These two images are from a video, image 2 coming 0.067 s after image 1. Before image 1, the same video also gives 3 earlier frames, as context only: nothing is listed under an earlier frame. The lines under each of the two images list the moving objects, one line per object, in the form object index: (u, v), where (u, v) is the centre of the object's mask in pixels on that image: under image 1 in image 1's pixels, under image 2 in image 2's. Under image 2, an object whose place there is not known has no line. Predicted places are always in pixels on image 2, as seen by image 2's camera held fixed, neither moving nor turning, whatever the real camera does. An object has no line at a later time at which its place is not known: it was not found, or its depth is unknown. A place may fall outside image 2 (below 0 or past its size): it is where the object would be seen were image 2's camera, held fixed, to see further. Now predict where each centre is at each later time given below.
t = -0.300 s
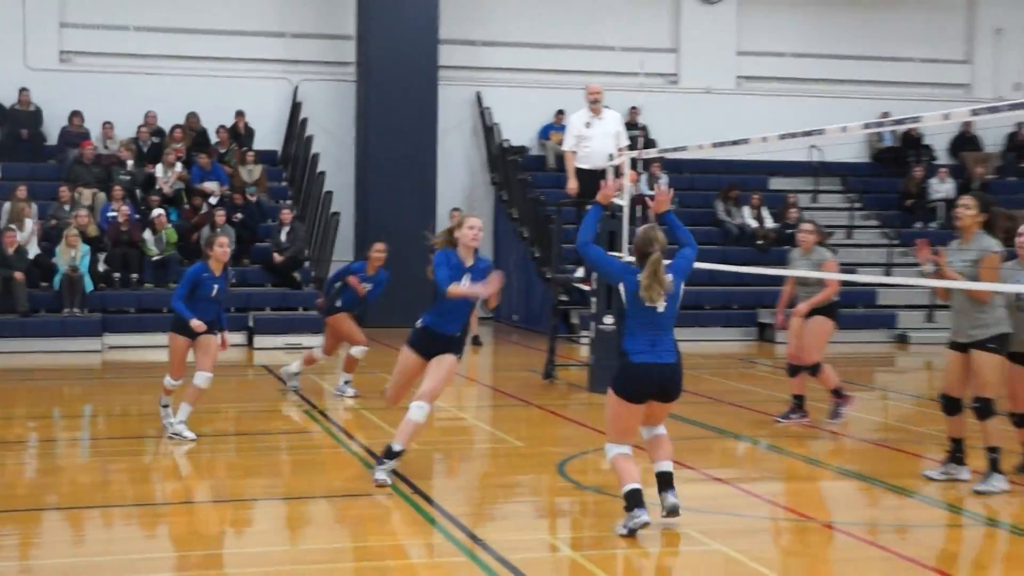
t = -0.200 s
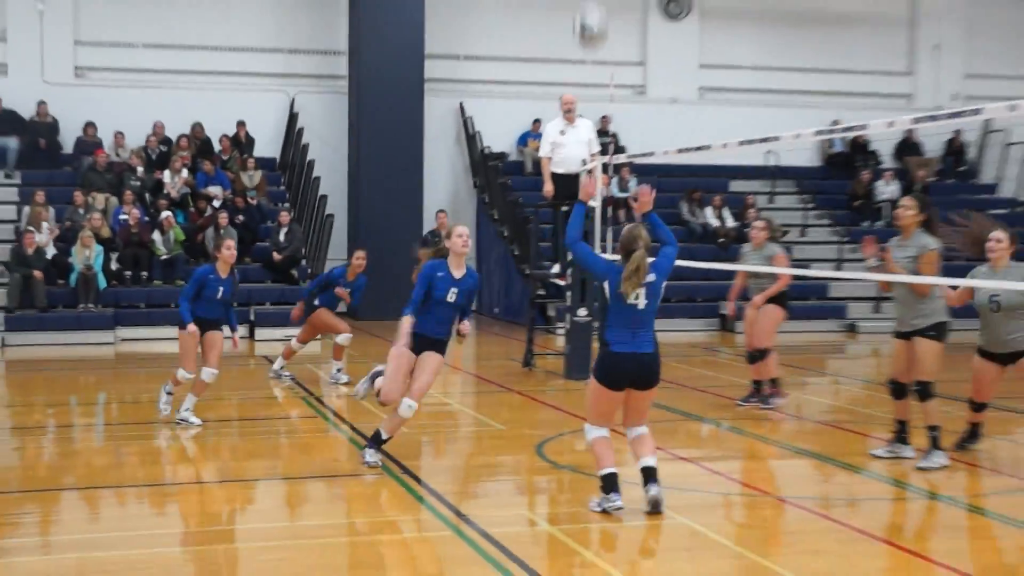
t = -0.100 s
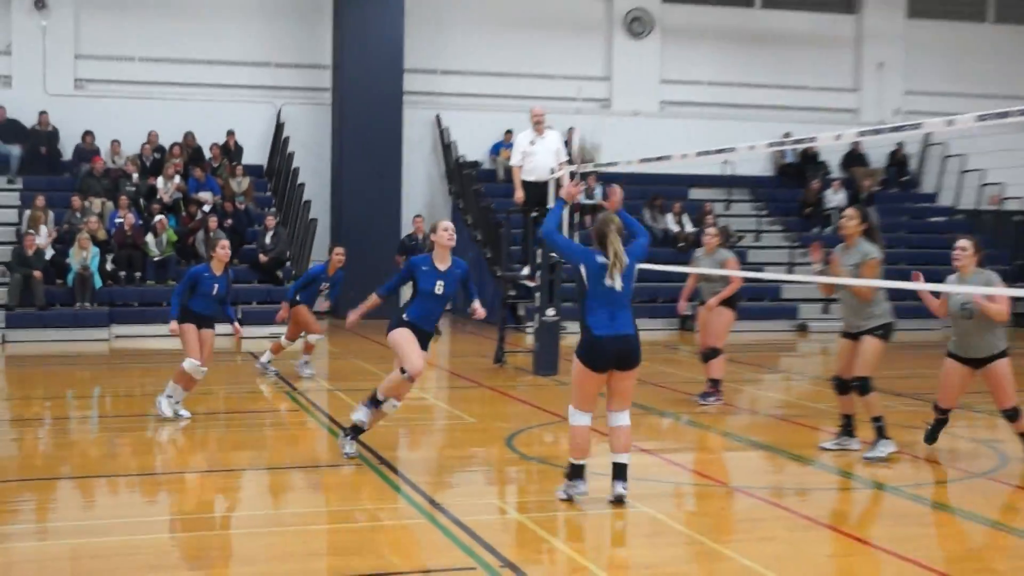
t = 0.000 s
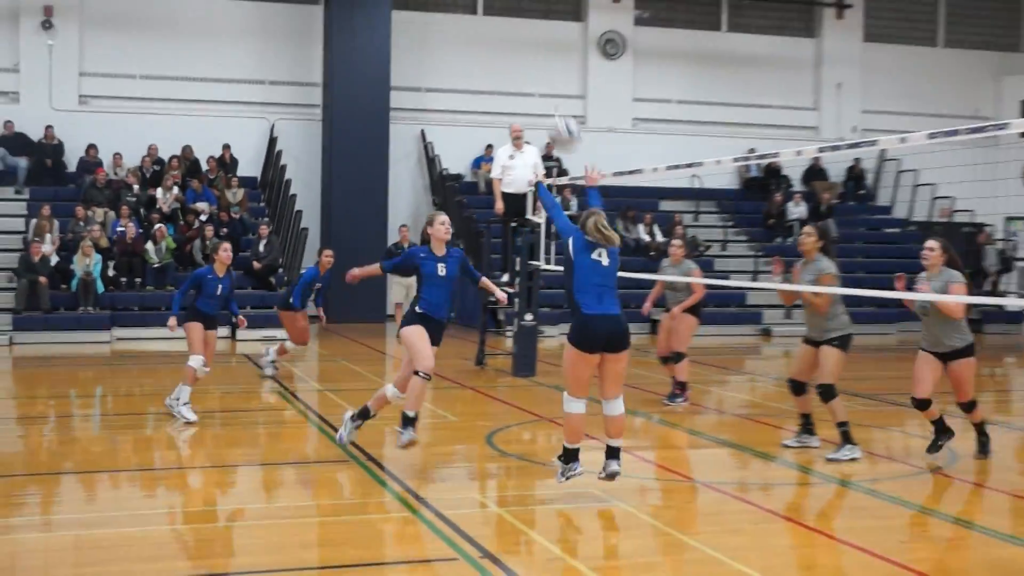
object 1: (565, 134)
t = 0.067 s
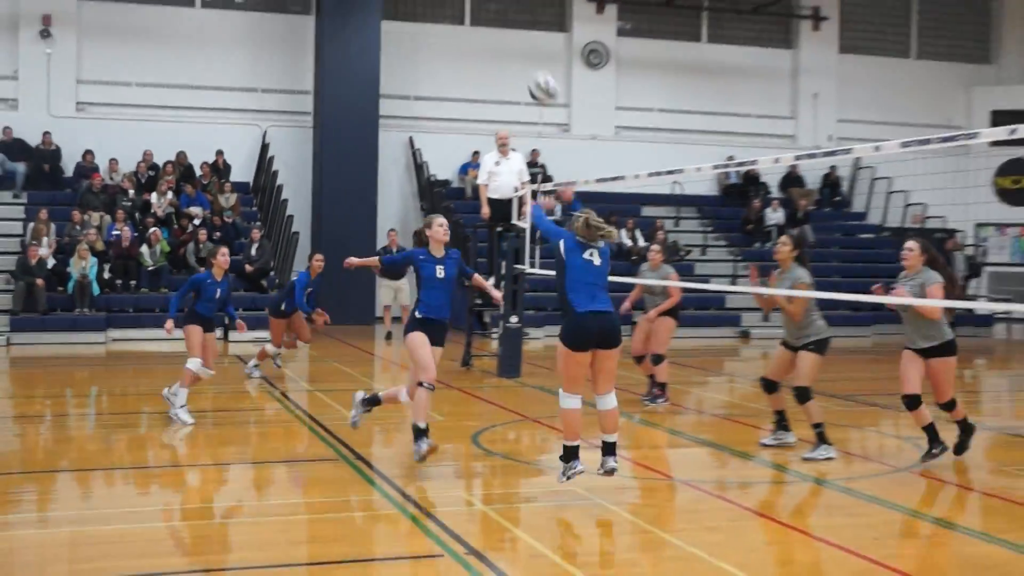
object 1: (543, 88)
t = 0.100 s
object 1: (539, 65)
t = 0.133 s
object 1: (535, 45)
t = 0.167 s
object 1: (532, 27)
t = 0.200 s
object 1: (530, 14)
